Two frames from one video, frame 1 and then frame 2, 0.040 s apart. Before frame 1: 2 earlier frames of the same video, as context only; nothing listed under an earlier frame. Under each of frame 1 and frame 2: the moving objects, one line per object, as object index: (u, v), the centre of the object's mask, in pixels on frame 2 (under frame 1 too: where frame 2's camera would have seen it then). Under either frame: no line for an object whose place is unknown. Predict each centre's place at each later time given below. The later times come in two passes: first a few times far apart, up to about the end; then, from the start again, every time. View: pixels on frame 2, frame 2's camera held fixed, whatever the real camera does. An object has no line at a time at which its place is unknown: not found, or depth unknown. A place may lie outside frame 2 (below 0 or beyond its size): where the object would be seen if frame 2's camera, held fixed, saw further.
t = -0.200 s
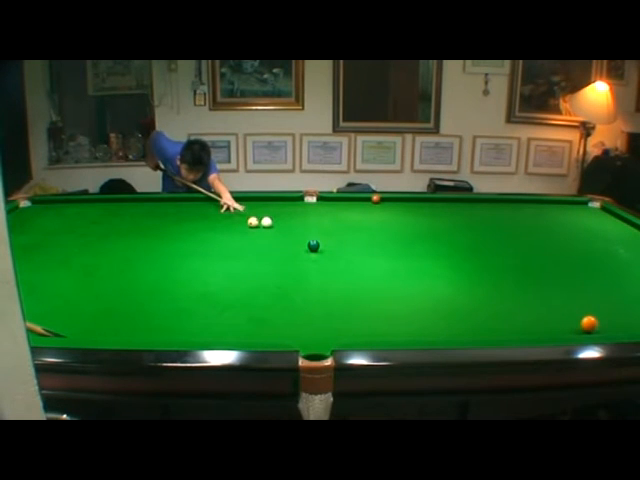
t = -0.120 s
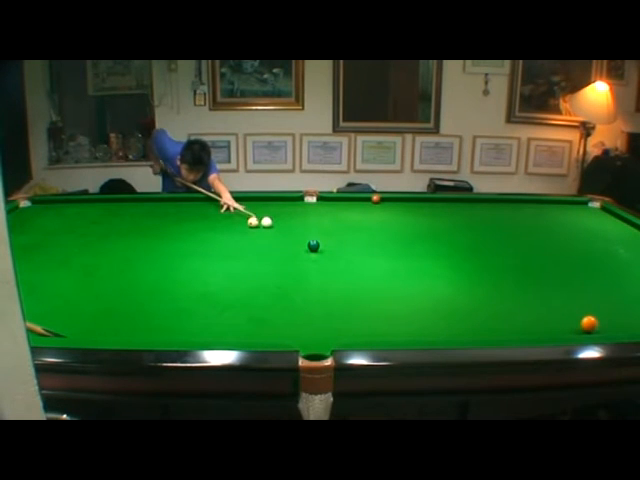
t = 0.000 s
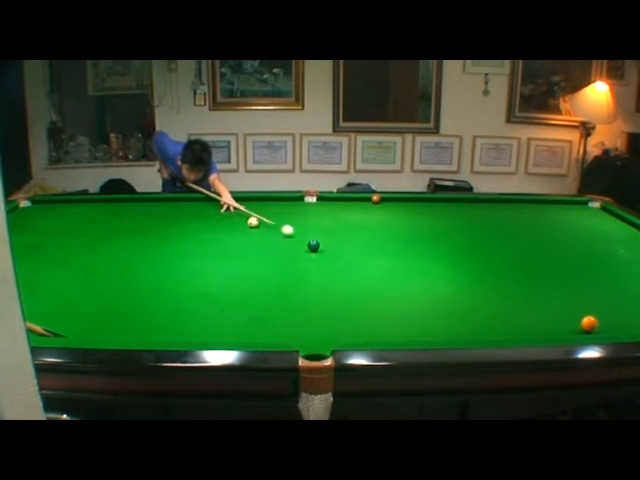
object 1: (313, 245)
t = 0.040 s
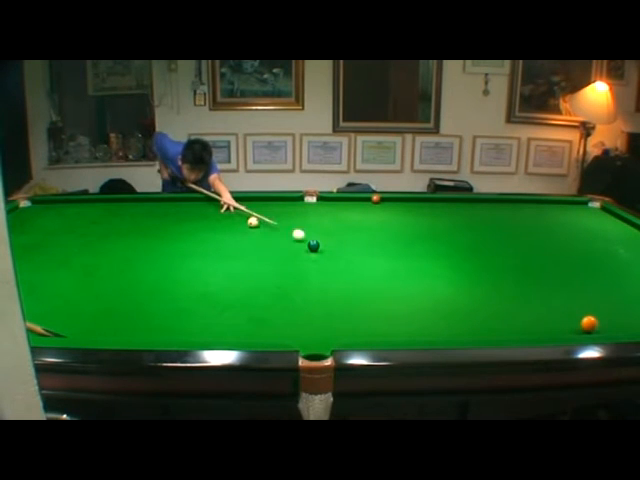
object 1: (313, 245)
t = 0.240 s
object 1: (313, 257)
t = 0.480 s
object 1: (313, 279)
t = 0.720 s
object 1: (314, 304)
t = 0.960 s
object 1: (314, 335)
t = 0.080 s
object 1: (313, 245)
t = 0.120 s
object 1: (313, 247)
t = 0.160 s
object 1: (313, 251)
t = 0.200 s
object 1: (313, 254)
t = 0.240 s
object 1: (313, 257)
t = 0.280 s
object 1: (313, 261)
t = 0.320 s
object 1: (313, 264)
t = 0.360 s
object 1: (313, 267)
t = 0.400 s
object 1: (313, 271)
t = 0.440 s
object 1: (313, 275)
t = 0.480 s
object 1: (313, 279)
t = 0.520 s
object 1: (314, 283)
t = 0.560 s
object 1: (313, 287)
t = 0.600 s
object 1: (314, 291)
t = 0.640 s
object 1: (314, 295)
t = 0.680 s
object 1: (314, 300)
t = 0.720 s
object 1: (314, 304)
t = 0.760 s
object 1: (314, 309)
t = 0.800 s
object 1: (314, 314)
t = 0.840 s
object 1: (314, 319)
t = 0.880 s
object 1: (314, 324)
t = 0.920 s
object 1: (314, 330)
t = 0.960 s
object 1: (314, 335)
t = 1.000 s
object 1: (314, 341)
